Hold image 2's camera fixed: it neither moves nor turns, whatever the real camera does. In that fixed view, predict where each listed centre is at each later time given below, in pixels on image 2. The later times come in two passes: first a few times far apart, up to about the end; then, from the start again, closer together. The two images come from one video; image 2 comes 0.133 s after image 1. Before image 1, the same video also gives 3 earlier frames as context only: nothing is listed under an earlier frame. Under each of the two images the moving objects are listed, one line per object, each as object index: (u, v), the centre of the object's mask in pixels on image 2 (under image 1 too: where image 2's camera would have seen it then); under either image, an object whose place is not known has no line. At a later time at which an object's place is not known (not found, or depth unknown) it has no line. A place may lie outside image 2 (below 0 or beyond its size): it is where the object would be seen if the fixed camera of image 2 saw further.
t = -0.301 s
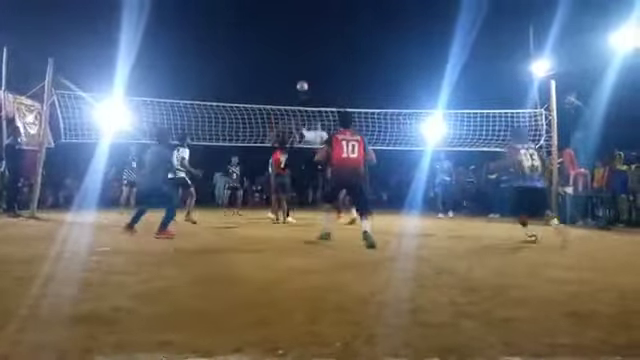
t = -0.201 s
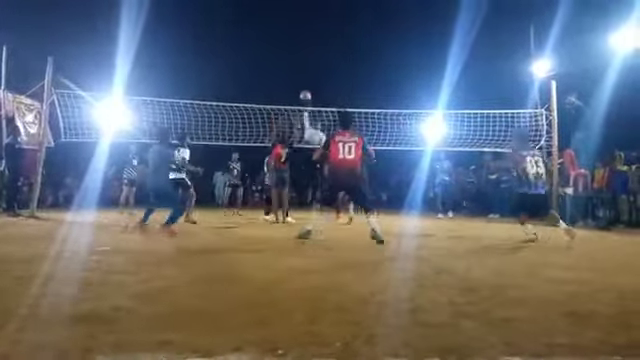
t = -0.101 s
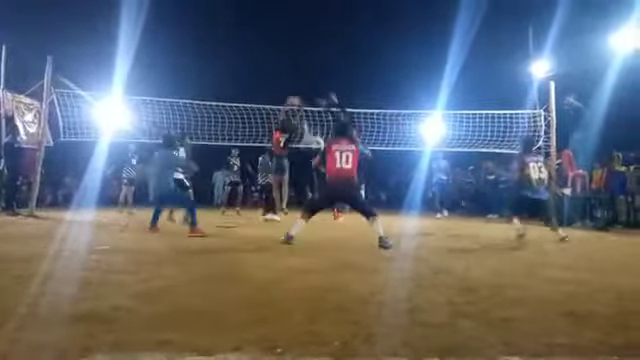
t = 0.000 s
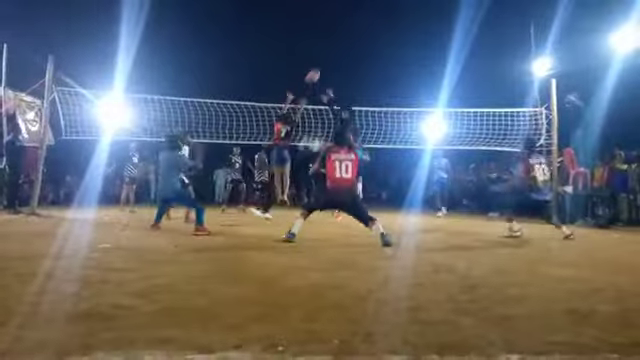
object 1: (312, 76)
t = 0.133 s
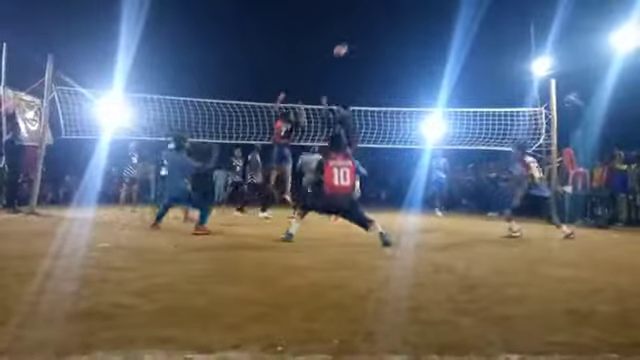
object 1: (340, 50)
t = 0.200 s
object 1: (354, 40)
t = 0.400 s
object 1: (398, 22)
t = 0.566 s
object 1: (439, 23)
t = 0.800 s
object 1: (500, 52)
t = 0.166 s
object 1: (347, 45)
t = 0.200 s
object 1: (354, 40)
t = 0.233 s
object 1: (361, 35)
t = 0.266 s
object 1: (368, 31)
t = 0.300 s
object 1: (375, 28)
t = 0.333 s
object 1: (383, 25)
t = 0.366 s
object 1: (391, 23)
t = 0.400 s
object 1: (398, 22)
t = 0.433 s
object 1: (406, 21)
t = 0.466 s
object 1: (414, 20)
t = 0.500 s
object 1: (422, 20)
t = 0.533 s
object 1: (429, 22)
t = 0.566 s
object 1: (439, 23)
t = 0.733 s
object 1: (480, 40)
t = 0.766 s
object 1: (490, 45)
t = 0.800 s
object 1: (500, 52)
